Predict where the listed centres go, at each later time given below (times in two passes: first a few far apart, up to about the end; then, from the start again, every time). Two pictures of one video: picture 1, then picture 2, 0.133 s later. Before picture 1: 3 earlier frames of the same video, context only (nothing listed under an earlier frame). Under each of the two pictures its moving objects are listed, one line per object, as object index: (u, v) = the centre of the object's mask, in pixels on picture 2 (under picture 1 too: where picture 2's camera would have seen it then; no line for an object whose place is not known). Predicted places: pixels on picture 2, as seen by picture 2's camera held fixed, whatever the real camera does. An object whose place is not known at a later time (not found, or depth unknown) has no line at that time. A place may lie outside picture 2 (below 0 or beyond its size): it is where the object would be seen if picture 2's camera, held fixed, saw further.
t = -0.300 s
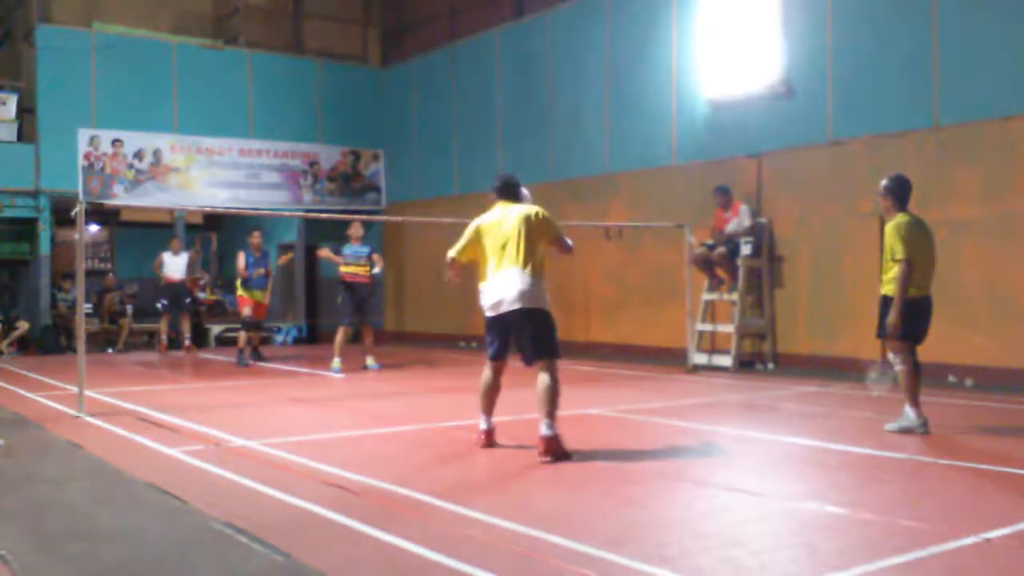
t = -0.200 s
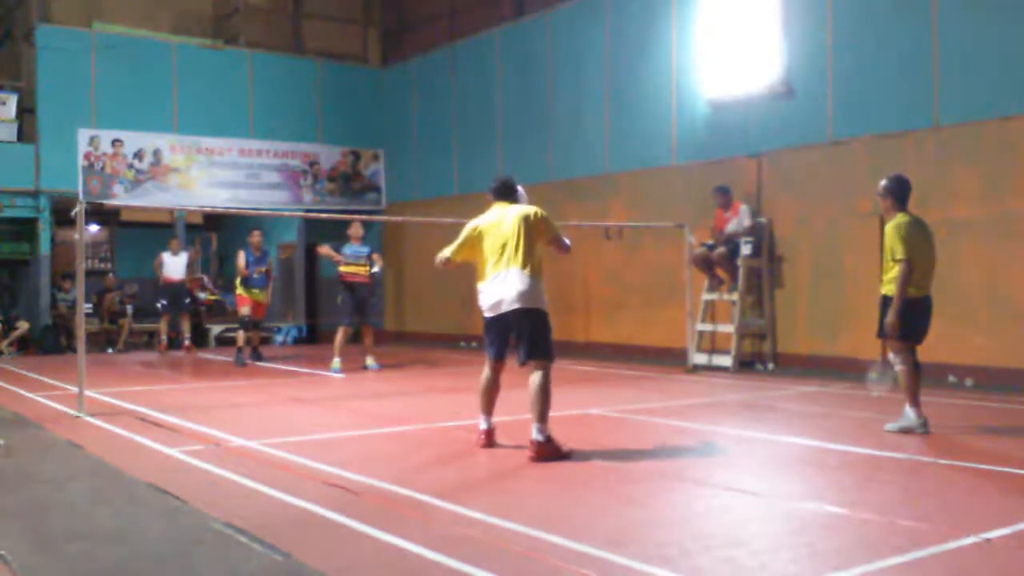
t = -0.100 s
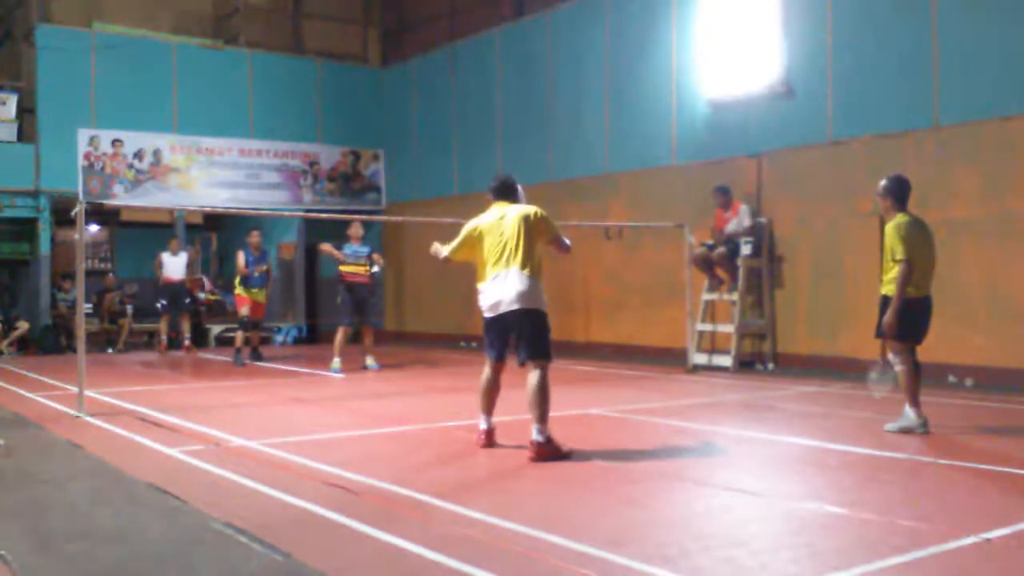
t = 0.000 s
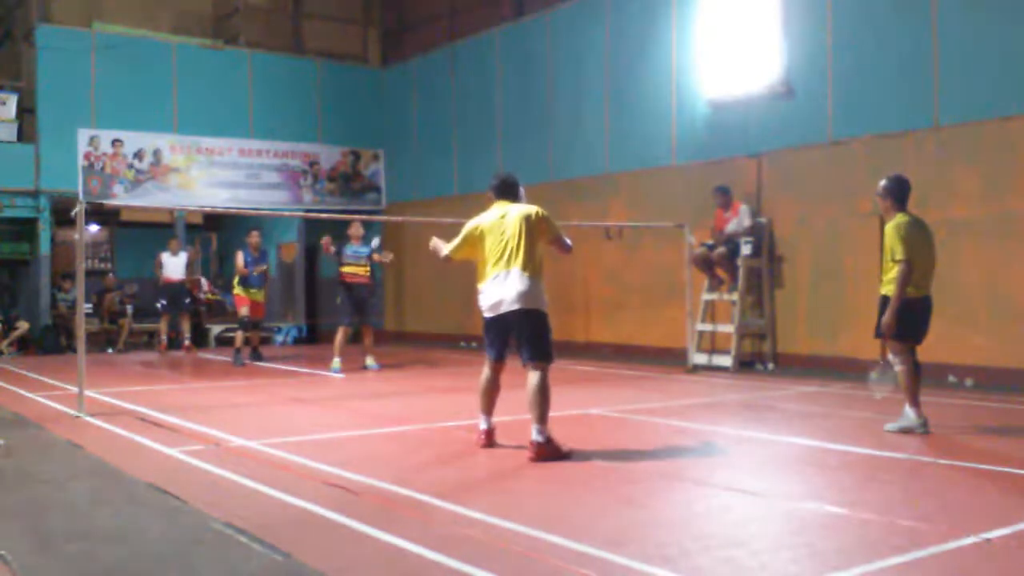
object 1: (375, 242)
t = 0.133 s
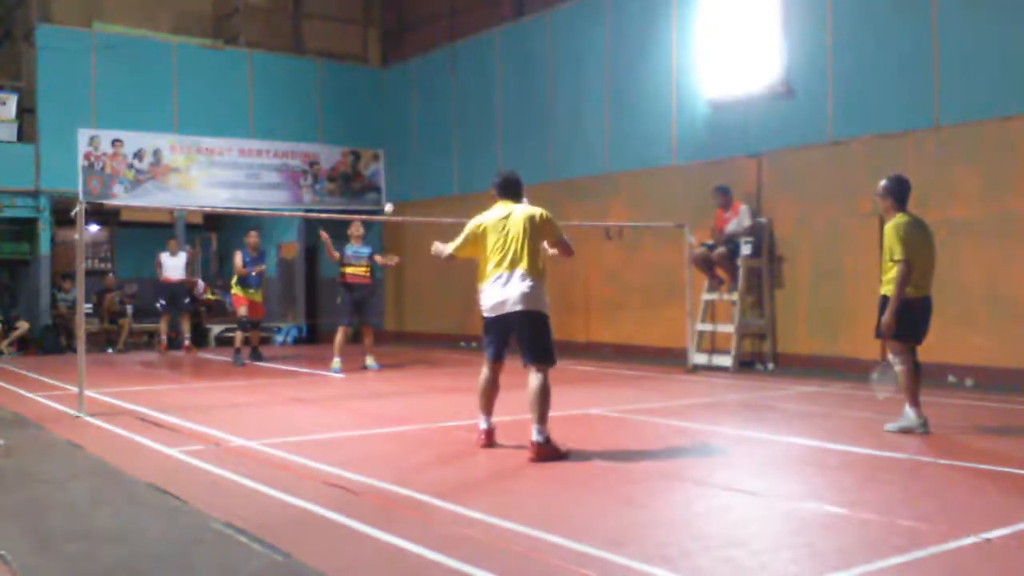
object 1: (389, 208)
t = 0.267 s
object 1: (397, 193)
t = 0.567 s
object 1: (417, 233)
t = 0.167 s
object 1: (391, 203)
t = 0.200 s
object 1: (392, 198)
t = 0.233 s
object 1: (395, 195)
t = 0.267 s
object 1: (397, 193)
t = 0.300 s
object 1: (399, 192)
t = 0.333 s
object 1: (402, 193)
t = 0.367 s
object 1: (403, 195)
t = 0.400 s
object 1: (406, 198)
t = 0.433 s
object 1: (408, 202)
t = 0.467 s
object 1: (411, 207)
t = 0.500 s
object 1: (413, 215)
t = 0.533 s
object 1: (415, 223)
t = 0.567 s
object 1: (417, 233)
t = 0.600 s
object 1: (418, 245)
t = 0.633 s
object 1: (420, 257)
